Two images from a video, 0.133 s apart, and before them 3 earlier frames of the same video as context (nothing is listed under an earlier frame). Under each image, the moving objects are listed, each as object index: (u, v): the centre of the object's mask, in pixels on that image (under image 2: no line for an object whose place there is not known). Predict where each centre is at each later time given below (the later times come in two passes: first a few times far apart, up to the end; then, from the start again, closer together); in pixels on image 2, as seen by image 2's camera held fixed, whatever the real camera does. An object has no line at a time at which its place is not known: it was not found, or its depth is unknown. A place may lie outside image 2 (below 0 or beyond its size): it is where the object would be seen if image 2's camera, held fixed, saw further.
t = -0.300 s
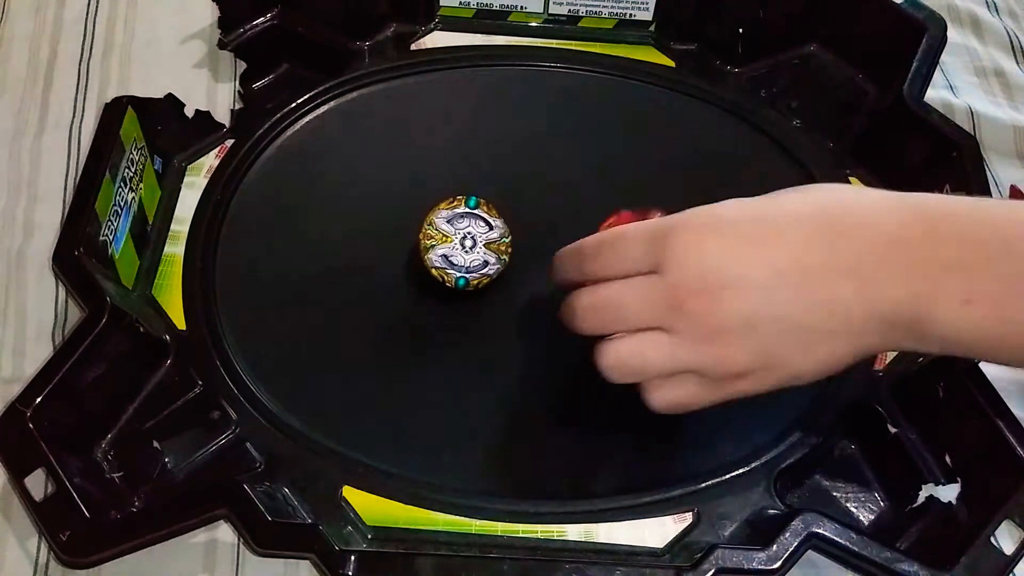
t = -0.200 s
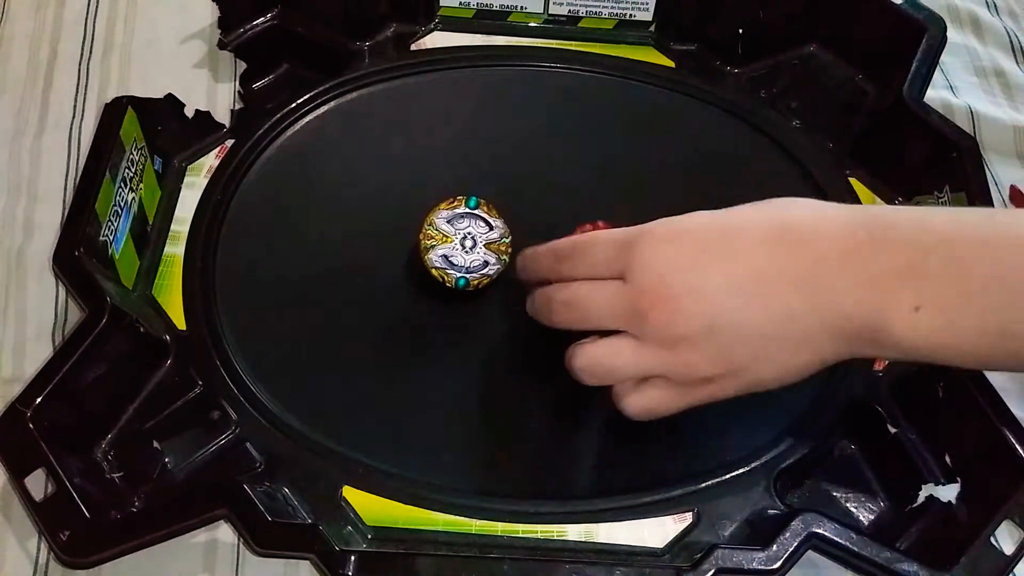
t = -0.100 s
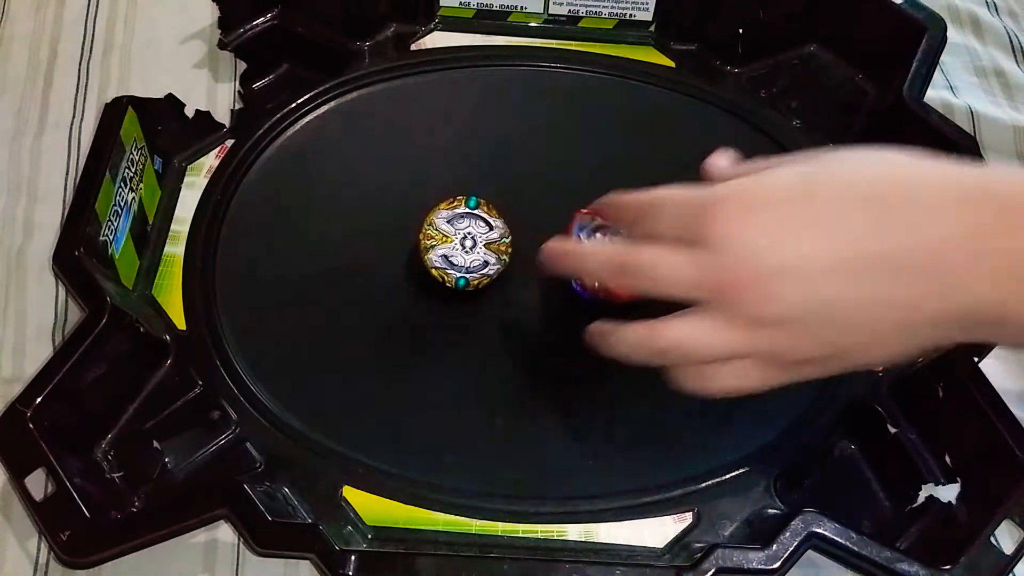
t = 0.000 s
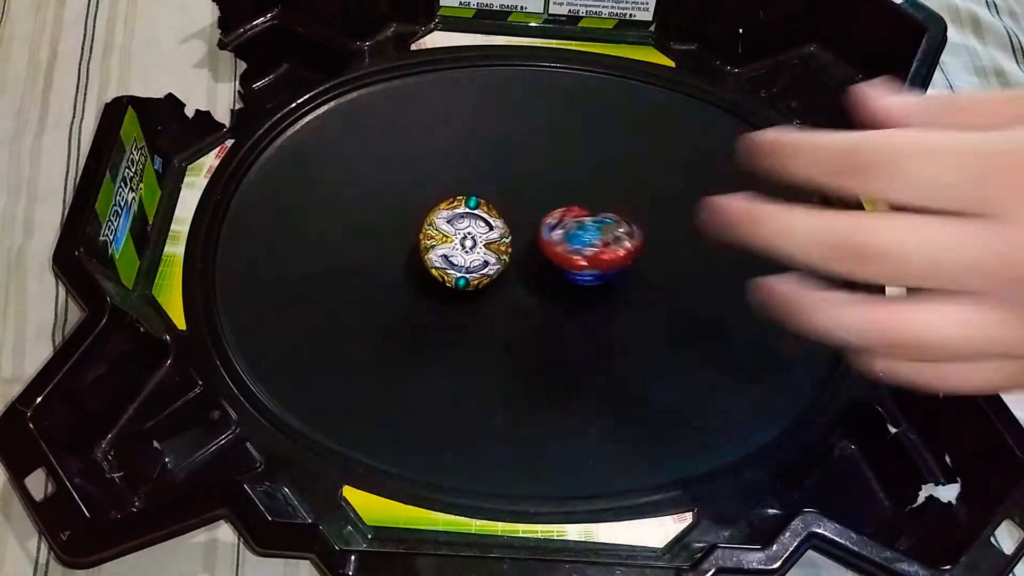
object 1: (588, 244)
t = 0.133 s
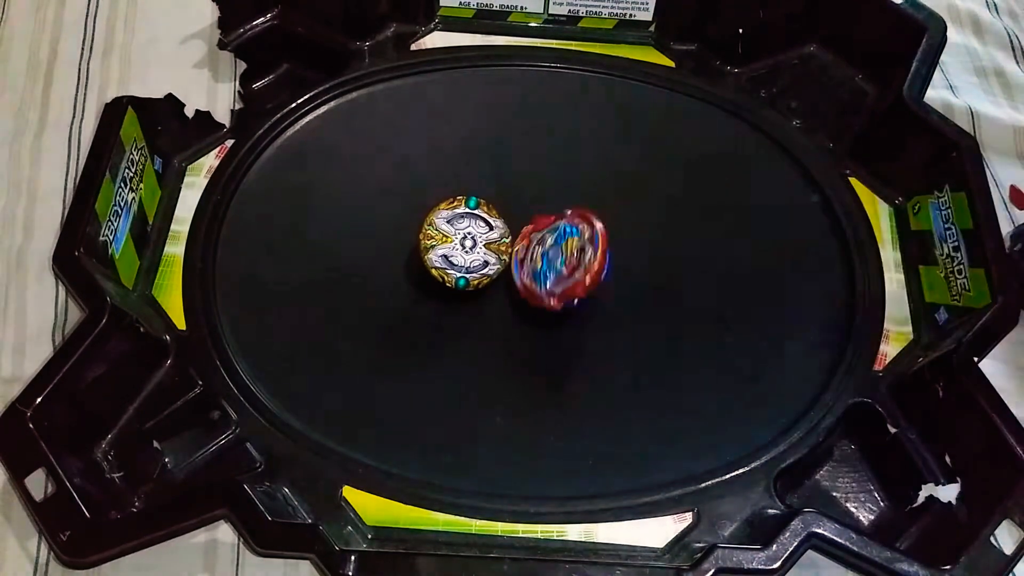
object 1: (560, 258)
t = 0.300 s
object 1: (577, 280)
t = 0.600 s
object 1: (556, 273)
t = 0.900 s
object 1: (559, 276)
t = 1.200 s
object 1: (559, 277)
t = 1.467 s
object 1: (559, 278)
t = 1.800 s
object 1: (560, 278)
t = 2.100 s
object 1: (559, 278)
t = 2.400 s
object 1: (559, 278)
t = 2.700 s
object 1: (559, 278)
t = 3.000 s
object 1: (559, 278)
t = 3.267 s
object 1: (559, 278)
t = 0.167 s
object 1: (560, 265)
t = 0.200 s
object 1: (563, 272)
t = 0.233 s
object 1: (568, 278)
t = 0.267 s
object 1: (572, 280)
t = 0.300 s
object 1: (577, 280)
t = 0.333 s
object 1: (580, 280)
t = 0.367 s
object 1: (580, 279)
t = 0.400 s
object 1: (578, 280)
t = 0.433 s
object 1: (574, 279)
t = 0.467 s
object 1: (570, 278)
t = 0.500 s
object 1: (566, 277)
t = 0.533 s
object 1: (560, 276)
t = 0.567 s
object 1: (557, 274)
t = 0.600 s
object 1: (556, 273)
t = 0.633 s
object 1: (557, 274)
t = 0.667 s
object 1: (558, 275)
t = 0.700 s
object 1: (560, 276)
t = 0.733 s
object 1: (562, 278)
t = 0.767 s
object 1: (563, 278)
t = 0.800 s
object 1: (561, 277)
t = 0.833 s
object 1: (559, 276)
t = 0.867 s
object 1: (558, 275)
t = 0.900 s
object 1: (559, 276)
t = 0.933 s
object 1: (560, 277)
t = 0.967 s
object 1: (562, 278)
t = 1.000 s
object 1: (561, 278)
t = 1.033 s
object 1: (559, 277)
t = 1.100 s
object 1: (560, 277)
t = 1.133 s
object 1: (561, 278)
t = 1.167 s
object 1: (560, 278)
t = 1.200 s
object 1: (559, 277)
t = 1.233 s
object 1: (559, 277)
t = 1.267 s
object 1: (561, 278)
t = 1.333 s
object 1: (559, 277)
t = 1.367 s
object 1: (559, 278)
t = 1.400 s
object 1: (560, 278)
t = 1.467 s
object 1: (559, 278)
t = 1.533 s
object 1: (560, 278)
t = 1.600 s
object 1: (559, 278)
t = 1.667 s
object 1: (560, 278)
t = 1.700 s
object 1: (560, 278)
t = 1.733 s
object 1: (559, 278)
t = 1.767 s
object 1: (560, 278)
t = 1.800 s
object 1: (560, 278)
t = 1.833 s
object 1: (559, 278)
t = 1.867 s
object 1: (560, 278)
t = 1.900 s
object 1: (560, 278)
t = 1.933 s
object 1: (559, 278)
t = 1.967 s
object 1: (560, 278)
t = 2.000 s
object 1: (559, 278)
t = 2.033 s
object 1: (559, 278)
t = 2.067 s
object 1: (560, 278)
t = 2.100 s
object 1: (559, 278)
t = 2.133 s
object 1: (559, 278)
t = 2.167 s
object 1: (560, 278)
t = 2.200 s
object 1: (559, 278)
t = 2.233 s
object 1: (560, 278)
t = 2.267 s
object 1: (559, 278)
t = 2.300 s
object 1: (559, 278)
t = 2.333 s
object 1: (559, 278)
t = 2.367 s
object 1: (559, 278)
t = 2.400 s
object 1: (559, 278)
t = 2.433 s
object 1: (559, 278)
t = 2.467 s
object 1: (559, 278)
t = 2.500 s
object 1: (559, 278)
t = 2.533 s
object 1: (560, 278)
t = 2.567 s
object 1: (559, 278)
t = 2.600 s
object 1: (559, 278)
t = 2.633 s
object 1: (559, 278)
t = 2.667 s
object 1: (560, 278)
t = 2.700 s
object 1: (559, 278)
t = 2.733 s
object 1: (559, 278)
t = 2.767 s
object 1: (559, 278)
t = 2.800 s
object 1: (559, 278)
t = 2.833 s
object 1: (559, 278)
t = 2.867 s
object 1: (559, 278)
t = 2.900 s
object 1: (559, 278)
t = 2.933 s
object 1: (559, 278)
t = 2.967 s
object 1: (559, 278)
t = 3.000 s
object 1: (559, 278)
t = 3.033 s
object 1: (559, 278)
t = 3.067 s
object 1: (559, 278)
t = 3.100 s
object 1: (559, 278)
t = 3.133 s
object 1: (559, 278)
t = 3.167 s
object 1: (559, 278)
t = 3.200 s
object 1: (559, 278)
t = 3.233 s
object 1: (559, 278)
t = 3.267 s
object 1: (559, 278)
